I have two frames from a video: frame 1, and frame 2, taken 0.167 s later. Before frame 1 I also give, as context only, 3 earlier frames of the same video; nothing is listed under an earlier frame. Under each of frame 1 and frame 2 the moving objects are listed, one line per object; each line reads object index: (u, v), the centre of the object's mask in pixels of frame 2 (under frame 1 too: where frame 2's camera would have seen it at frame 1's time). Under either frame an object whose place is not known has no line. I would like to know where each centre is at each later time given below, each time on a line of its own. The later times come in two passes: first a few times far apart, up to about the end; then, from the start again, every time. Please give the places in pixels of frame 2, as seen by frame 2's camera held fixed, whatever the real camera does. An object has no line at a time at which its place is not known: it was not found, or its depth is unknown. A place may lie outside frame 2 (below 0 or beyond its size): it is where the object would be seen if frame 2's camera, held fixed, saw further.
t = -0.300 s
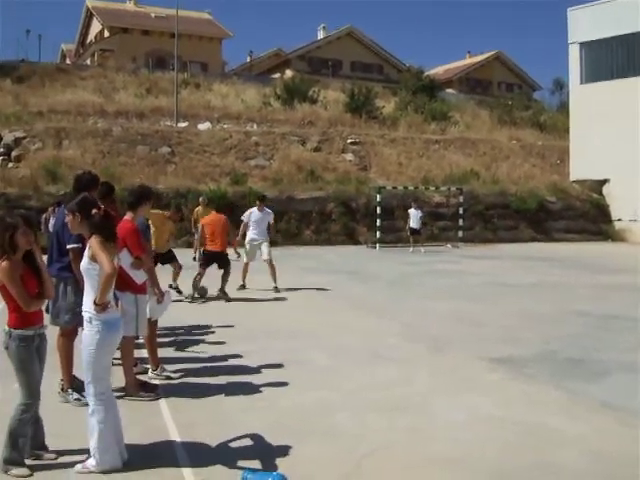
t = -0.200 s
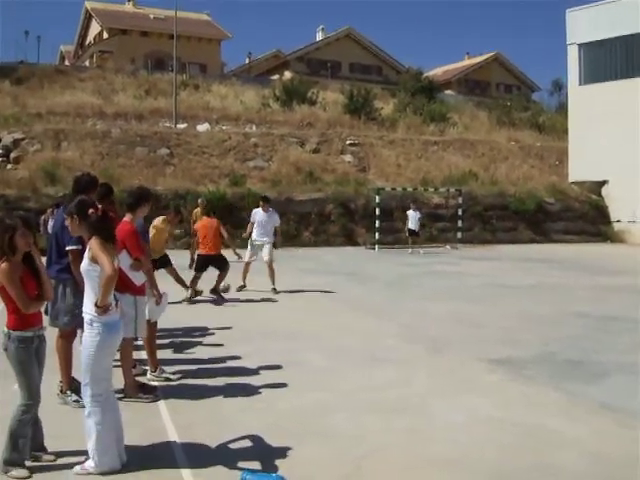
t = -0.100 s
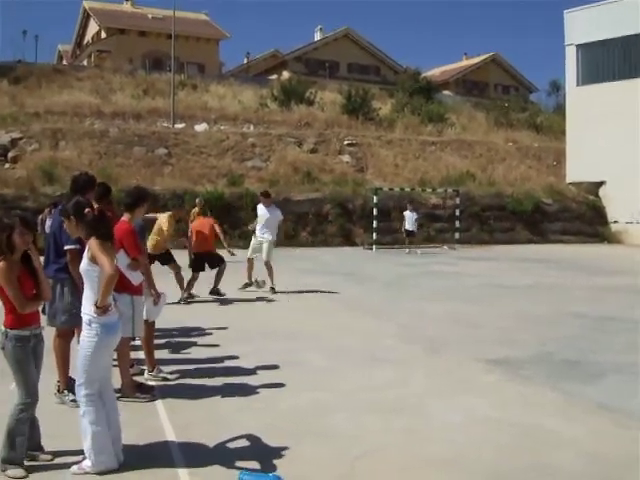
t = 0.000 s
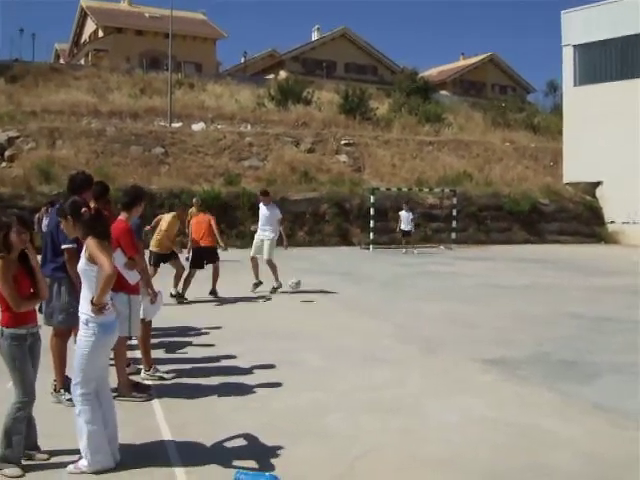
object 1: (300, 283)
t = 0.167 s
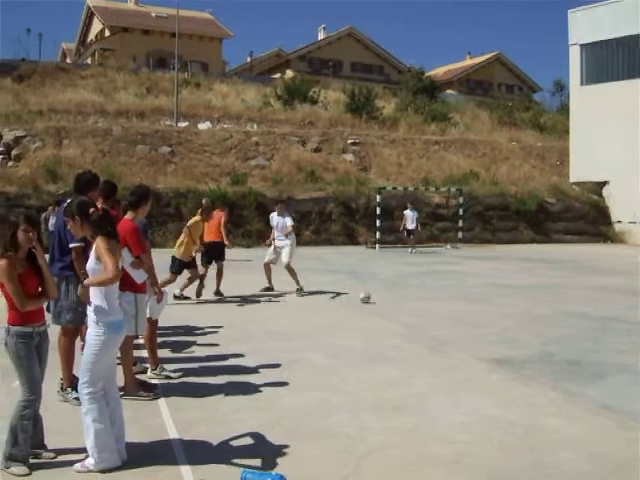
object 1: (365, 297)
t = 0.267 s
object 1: (393, 292)
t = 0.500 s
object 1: (451, 296)
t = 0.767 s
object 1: (501, 297)
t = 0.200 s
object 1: (374, 295)
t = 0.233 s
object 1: (383, 293)
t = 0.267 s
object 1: (393, 292)
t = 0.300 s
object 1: (402, 292)
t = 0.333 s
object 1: (411, 292)
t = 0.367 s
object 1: (420, 293)
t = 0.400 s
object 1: (429, 296)
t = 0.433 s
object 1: (438, 298)
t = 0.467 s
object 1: (445, 297)
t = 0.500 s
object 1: (451, 296)
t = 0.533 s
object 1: (458, 296)
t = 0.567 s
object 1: (466, 297)
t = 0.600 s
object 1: (472, 298)
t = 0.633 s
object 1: (478, 298)
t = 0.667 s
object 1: (484, 298)
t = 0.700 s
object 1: (488, 297)
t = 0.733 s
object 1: (494, 297)
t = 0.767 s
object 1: (501, 297)
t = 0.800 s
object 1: (506, 297)
